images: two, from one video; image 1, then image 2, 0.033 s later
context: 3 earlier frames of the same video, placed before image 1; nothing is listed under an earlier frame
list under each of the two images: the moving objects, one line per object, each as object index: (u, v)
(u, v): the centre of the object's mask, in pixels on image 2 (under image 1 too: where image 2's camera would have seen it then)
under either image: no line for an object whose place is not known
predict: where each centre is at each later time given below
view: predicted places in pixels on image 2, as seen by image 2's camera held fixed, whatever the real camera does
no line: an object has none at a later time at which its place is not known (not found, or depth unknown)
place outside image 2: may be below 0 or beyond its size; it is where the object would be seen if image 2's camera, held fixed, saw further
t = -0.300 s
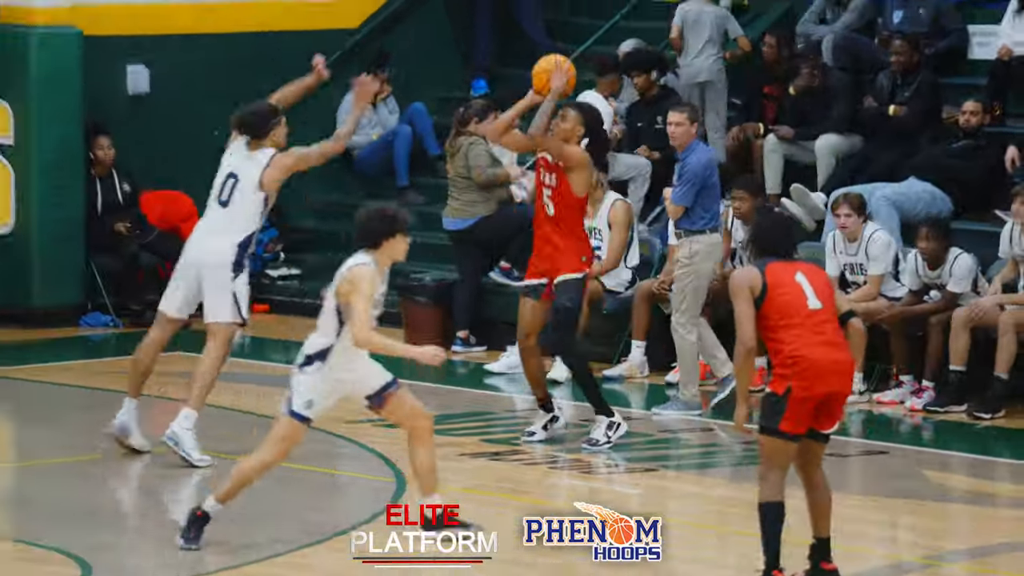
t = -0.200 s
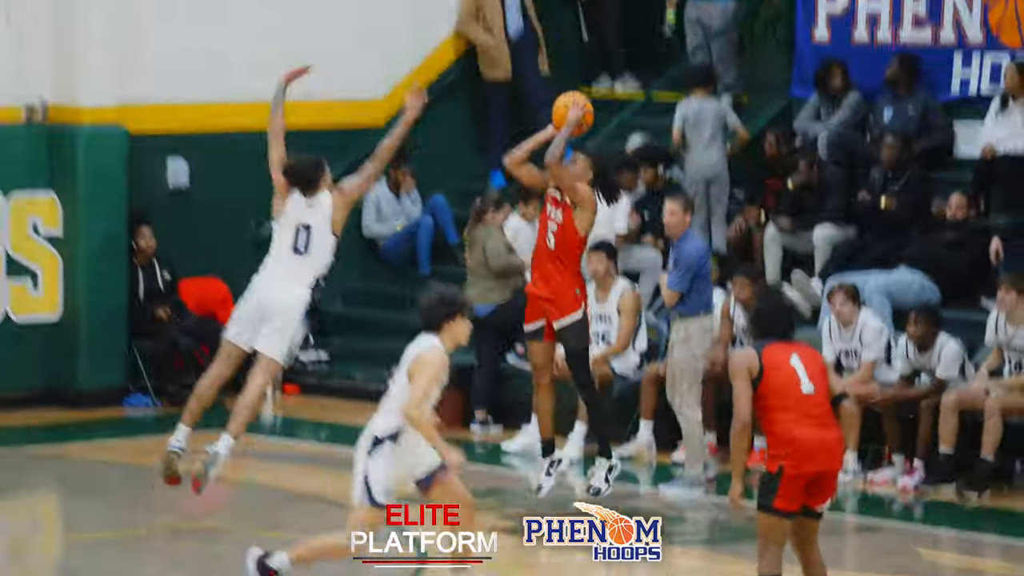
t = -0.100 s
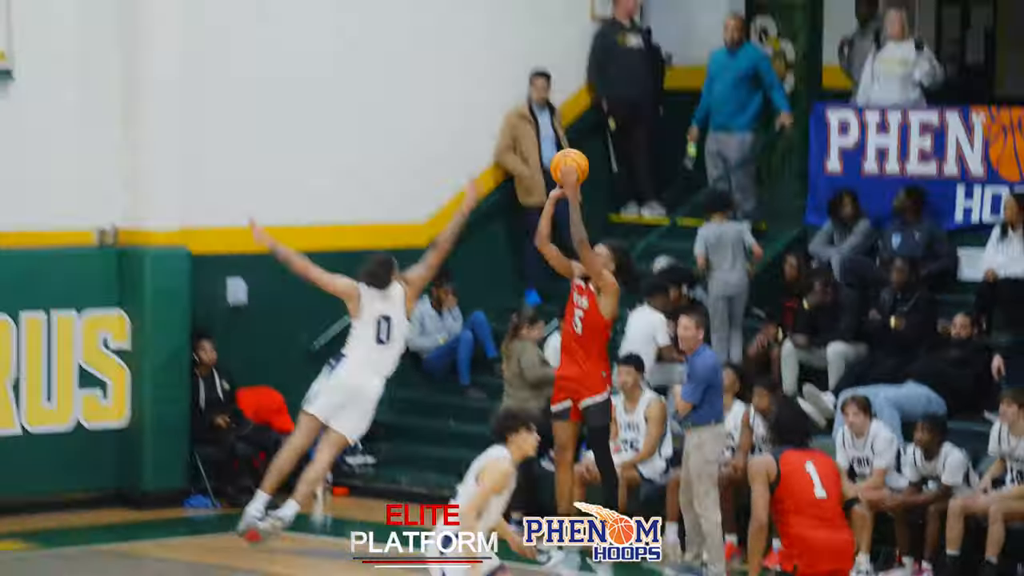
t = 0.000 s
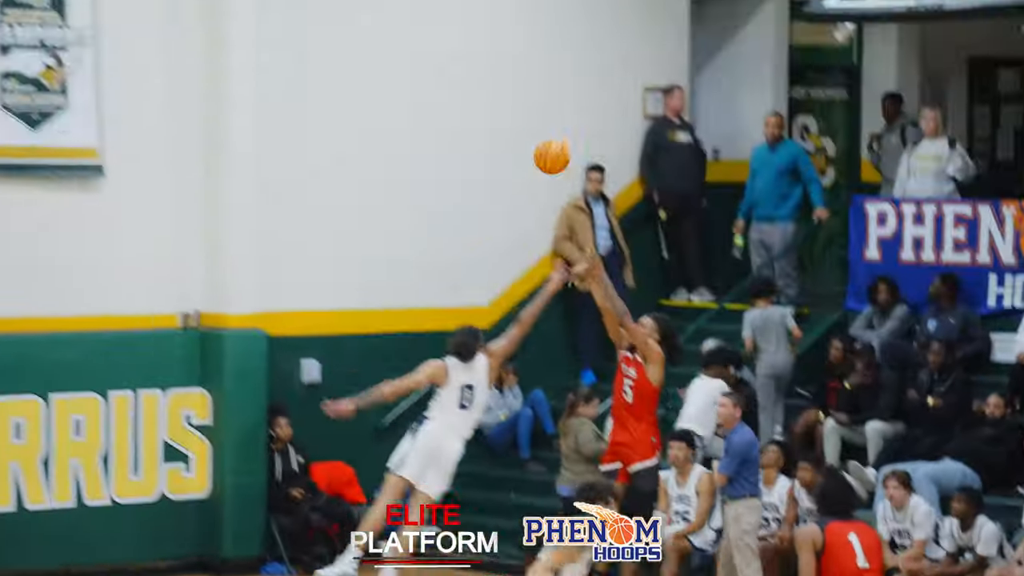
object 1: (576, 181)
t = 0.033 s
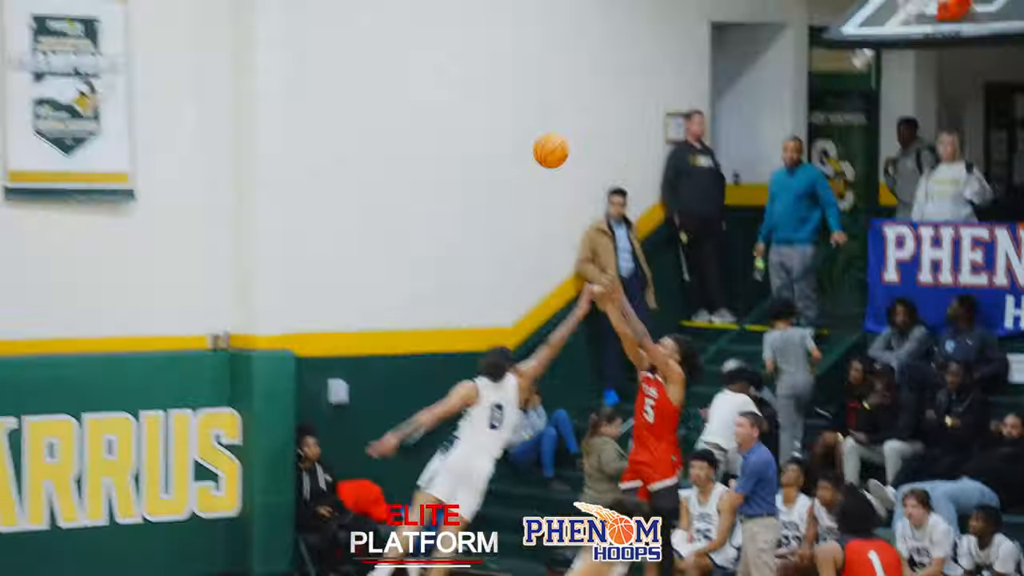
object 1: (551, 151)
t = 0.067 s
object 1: (526, 123)
